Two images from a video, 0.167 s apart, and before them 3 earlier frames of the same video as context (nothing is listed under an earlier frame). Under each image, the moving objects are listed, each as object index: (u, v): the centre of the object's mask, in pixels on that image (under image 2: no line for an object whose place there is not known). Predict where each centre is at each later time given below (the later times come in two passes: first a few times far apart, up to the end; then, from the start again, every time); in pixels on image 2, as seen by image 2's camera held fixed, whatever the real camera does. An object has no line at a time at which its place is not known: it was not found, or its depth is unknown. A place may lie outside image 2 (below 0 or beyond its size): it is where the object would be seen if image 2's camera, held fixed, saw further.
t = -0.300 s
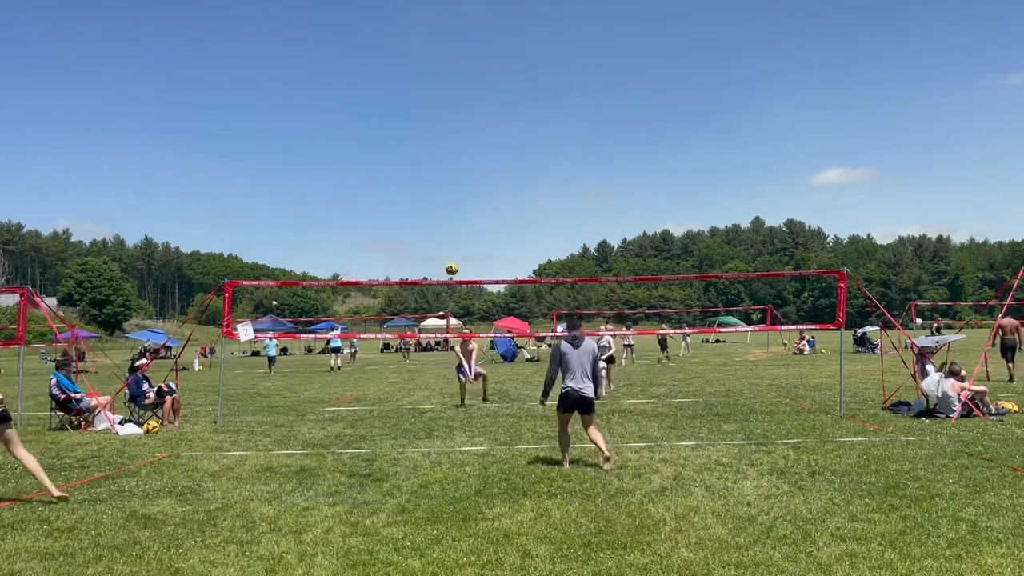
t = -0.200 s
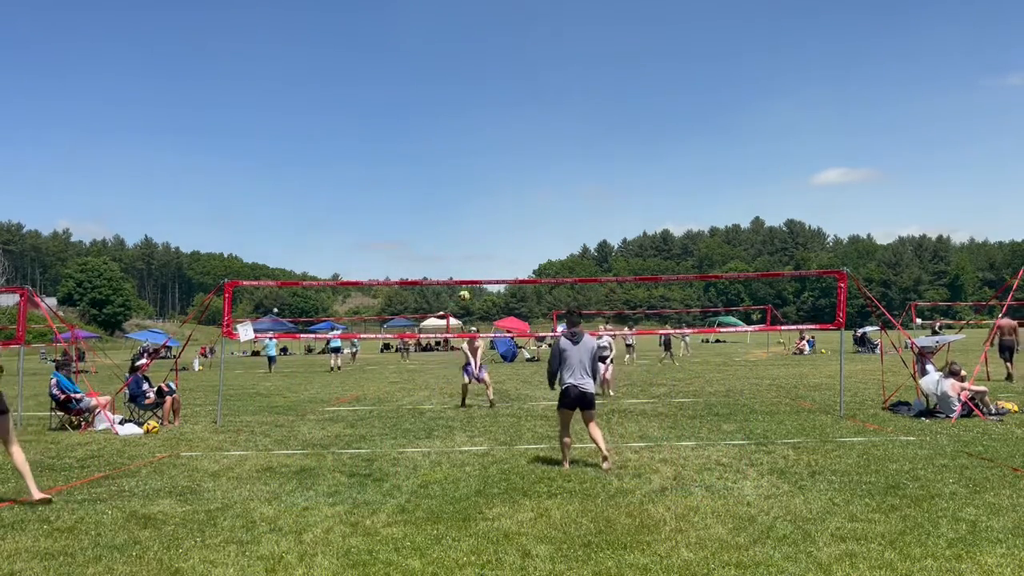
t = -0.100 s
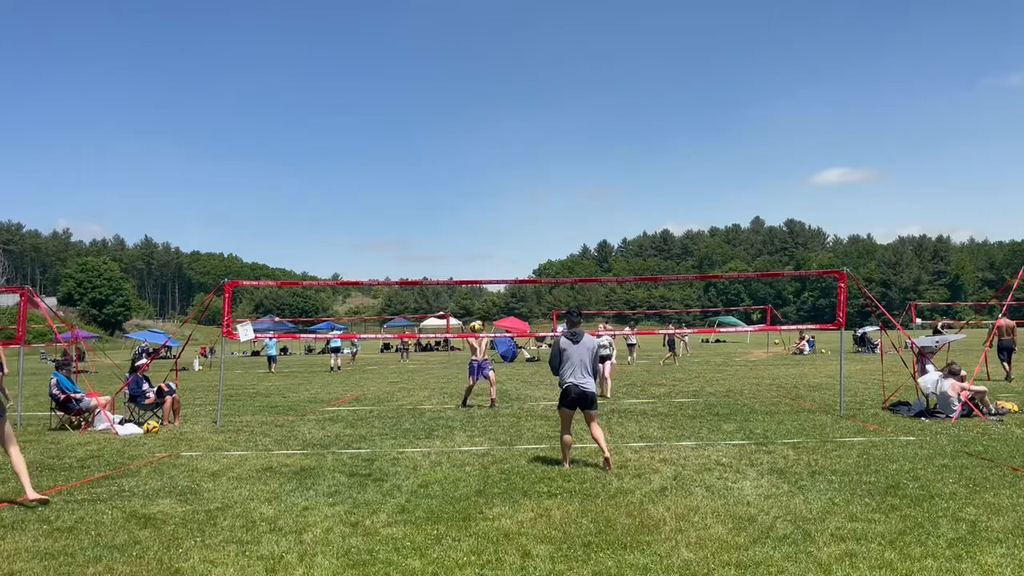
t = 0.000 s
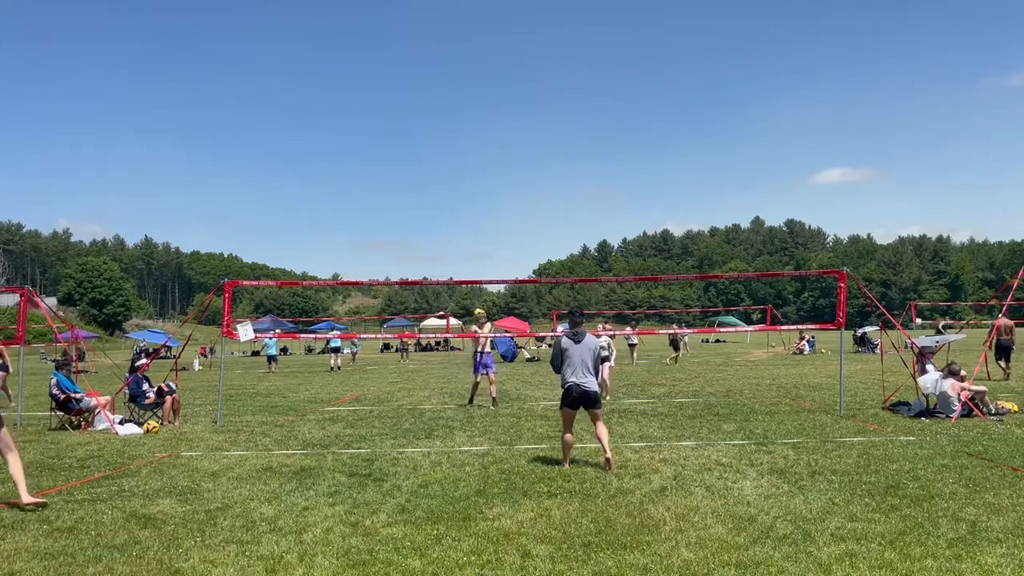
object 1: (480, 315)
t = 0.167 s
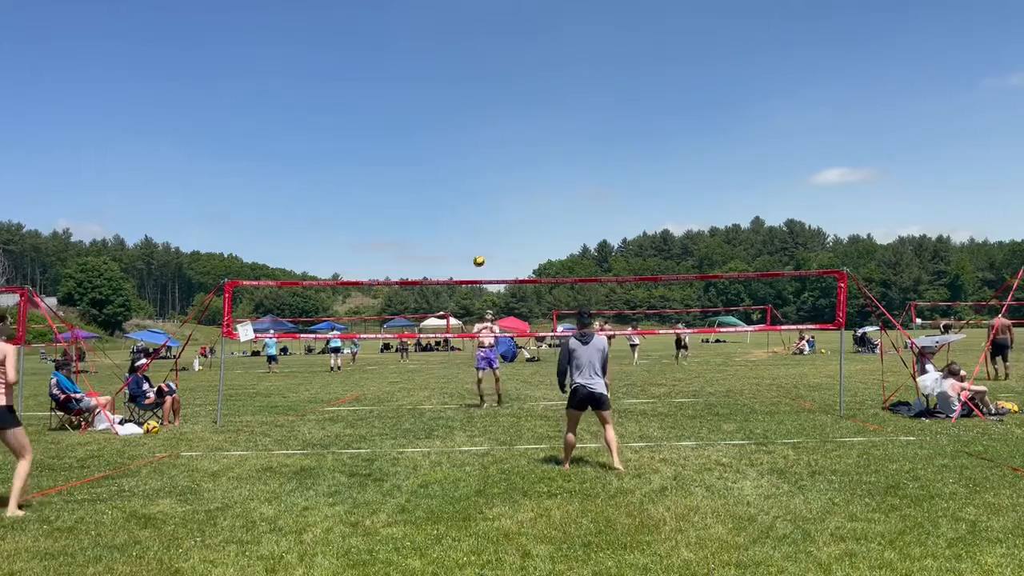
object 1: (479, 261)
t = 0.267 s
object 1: (478, 237)
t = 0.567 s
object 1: (477, 196)
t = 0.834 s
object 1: (477, 199)
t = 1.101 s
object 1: (479, 236)
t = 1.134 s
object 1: (479, 243)
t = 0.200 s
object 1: (479, 252)
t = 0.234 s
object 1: (478, 244)
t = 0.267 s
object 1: (478, 237)
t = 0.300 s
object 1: (478, 230)
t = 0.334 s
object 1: (478, 224)
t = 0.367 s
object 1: (478, 218)
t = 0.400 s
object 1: (478, 213)
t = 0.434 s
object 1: (477, 209)
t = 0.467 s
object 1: (477, 204)
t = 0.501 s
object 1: (477, 201)
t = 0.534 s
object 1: (477, 198)
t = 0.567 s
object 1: (477, 196)
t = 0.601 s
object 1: (477, 195)
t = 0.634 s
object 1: (477, 194)
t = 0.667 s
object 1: (477, 193)
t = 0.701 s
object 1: (477, 193)
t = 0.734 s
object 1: (477, 194)
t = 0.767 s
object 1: (477, 195)
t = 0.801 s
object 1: (477, 196)
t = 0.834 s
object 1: (477, 199)
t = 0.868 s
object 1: (477, 201)
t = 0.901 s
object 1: (478, 205)
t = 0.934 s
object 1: (478, 209)
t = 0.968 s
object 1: (478, 214)
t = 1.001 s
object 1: (478, 218)
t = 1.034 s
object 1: (478, 224)
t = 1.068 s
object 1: (478, 230)
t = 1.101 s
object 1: (479, 236)
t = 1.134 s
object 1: (479, 243)
